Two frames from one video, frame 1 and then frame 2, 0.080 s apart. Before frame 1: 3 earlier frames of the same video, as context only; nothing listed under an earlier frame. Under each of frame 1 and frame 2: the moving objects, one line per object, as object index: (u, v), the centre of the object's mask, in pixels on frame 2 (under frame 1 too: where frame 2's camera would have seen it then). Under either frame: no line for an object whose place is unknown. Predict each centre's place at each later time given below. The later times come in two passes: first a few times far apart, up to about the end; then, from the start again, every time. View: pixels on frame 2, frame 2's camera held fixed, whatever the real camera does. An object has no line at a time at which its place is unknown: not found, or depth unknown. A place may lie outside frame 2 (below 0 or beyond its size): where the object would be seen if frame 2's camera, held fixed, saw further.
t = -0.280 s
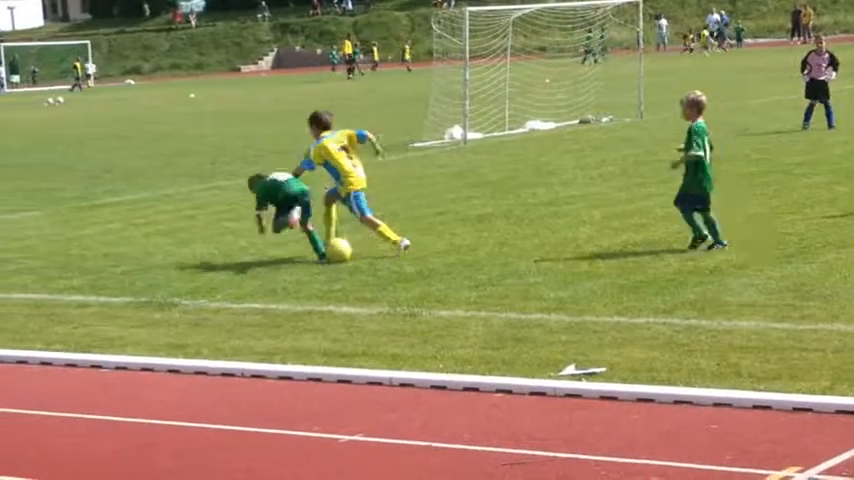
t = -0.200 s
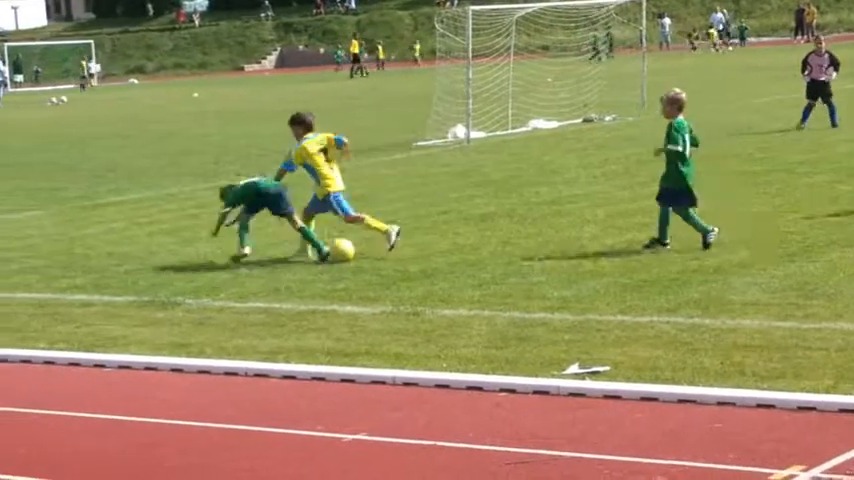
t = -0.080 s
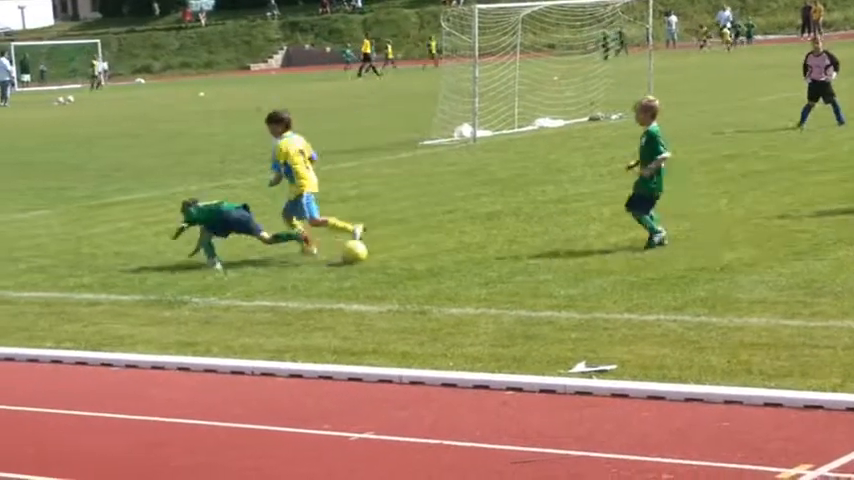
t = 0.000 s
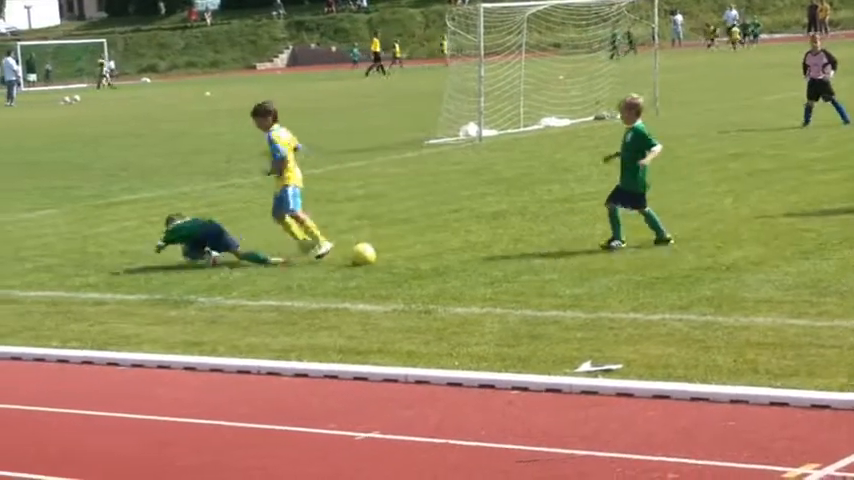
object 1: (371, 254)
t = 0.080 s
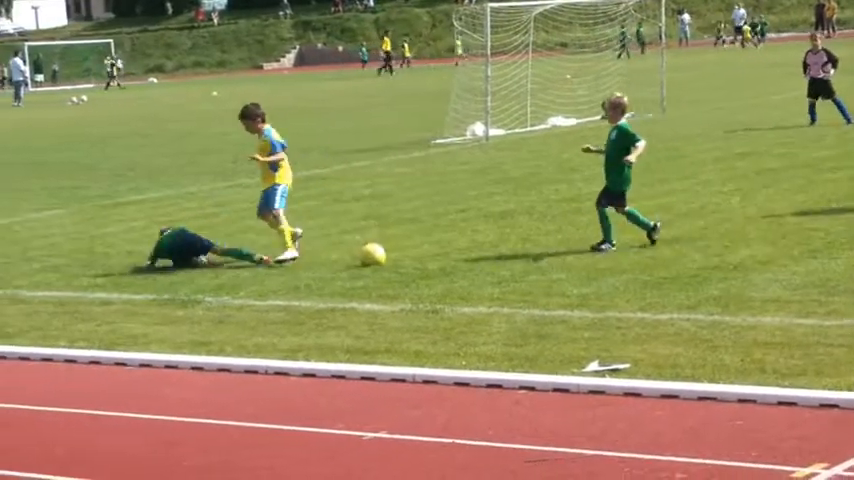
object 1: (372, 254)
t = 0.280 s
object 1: (376, 257)
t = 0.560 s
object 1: (377, 261)
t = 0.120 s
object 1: (373, 255)
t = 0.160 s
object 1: (375, 256)
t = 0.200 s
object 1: (375, 256)
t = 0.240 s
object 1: (375, 256)
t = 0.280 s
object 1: (376, 257)
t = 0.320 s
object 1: (376, 258)
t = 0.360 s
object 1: (376, 258)
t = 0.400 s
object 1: (377, 258)
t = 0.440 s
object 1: (377, 259)
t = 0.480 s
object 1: (377, 260)
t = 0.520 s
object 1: (377, 260)
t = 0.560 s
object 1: (377, 261)
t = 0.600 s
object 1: (379, 258)
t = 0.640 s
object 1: (375, 263)
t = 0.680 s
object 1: (374, 263)
